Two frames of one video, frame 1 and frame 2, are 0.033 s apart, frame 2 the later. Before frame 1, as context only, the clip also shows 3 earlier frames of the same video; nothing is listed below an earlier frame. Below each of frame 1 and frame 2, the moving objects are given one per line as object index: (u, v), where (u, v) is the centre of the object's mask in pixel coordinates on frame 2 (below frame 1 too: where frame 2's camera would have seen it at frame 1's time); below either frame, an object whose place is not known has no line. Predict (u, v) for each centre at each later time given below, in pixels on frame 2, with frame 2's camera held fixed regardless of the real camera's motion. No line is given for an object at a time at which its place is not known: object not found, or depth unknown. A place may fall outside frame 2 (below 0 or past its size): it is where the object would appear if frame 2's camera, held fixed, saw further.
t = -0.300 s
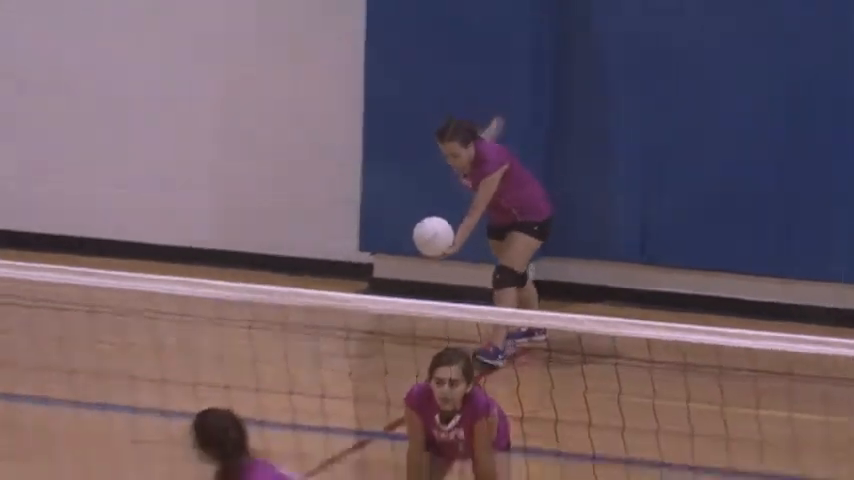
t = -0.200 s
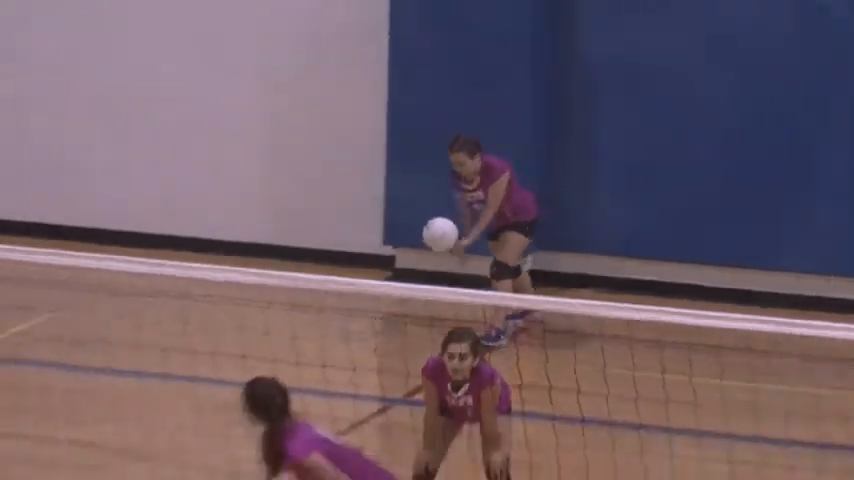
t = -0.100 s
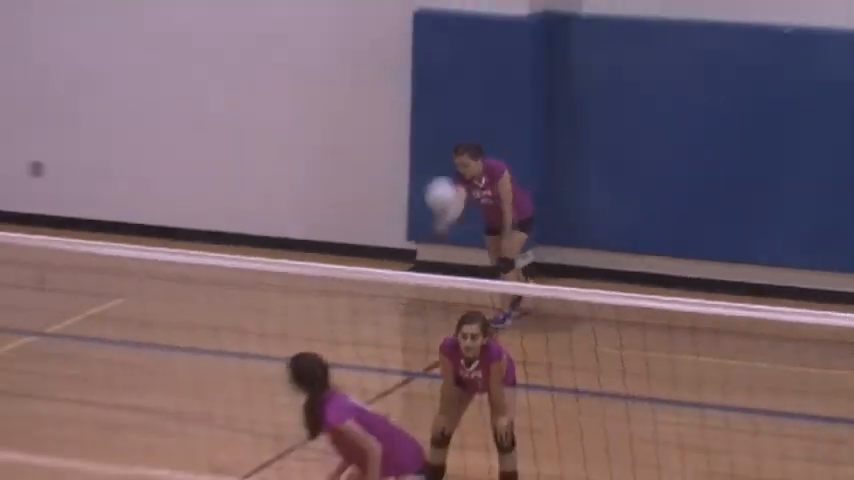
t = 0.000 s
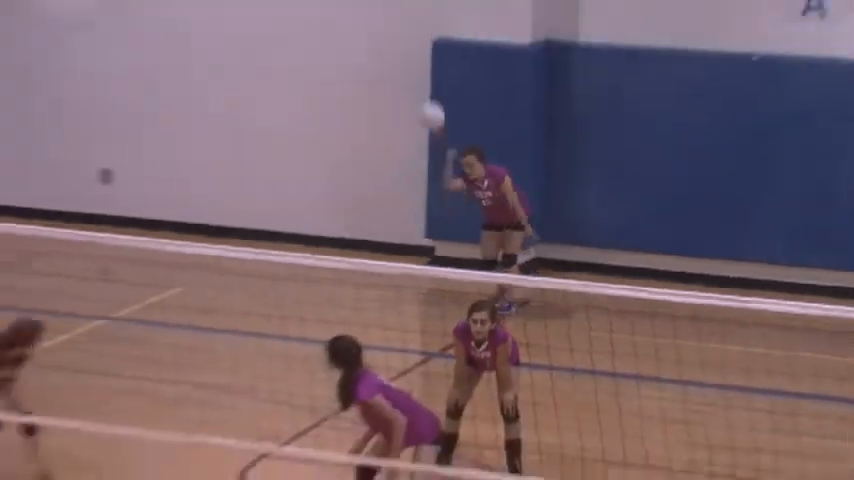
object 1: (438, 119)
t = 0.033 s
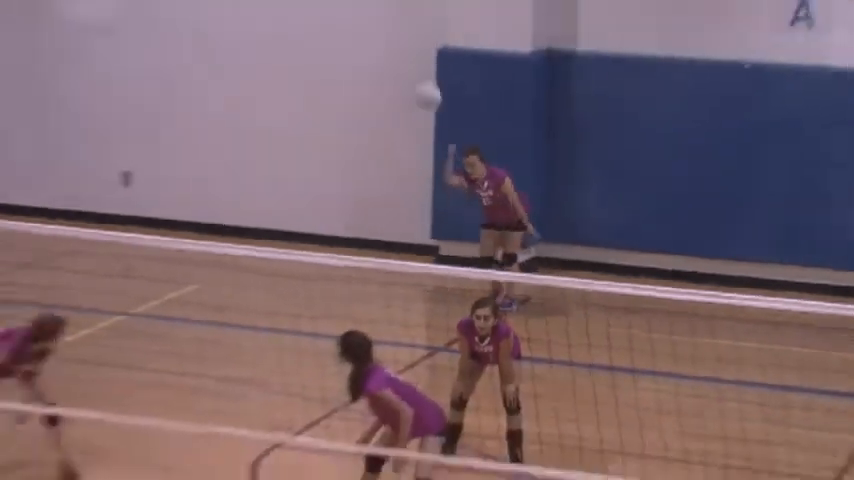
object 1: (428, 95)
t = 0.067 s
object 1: (419, 71)
